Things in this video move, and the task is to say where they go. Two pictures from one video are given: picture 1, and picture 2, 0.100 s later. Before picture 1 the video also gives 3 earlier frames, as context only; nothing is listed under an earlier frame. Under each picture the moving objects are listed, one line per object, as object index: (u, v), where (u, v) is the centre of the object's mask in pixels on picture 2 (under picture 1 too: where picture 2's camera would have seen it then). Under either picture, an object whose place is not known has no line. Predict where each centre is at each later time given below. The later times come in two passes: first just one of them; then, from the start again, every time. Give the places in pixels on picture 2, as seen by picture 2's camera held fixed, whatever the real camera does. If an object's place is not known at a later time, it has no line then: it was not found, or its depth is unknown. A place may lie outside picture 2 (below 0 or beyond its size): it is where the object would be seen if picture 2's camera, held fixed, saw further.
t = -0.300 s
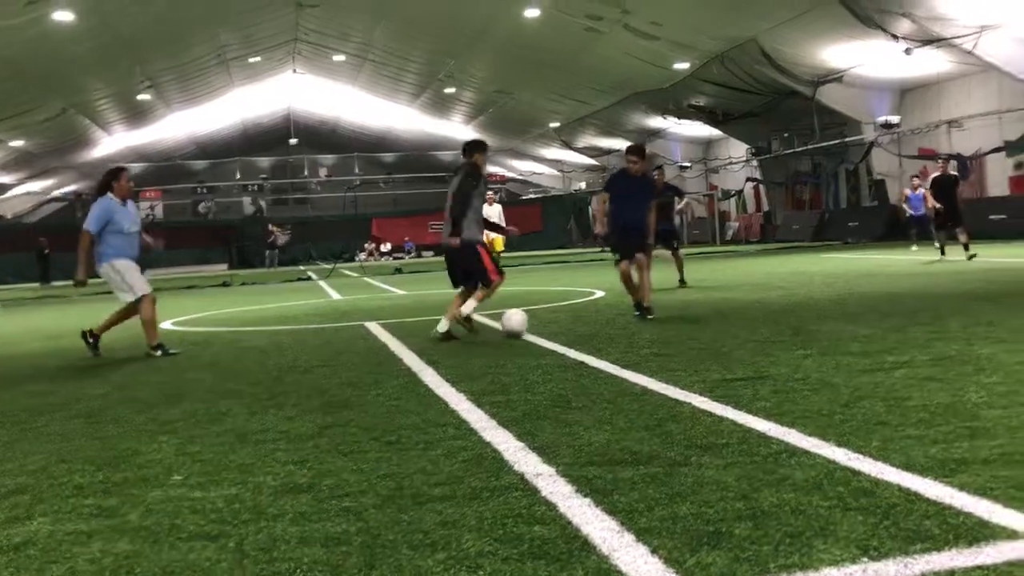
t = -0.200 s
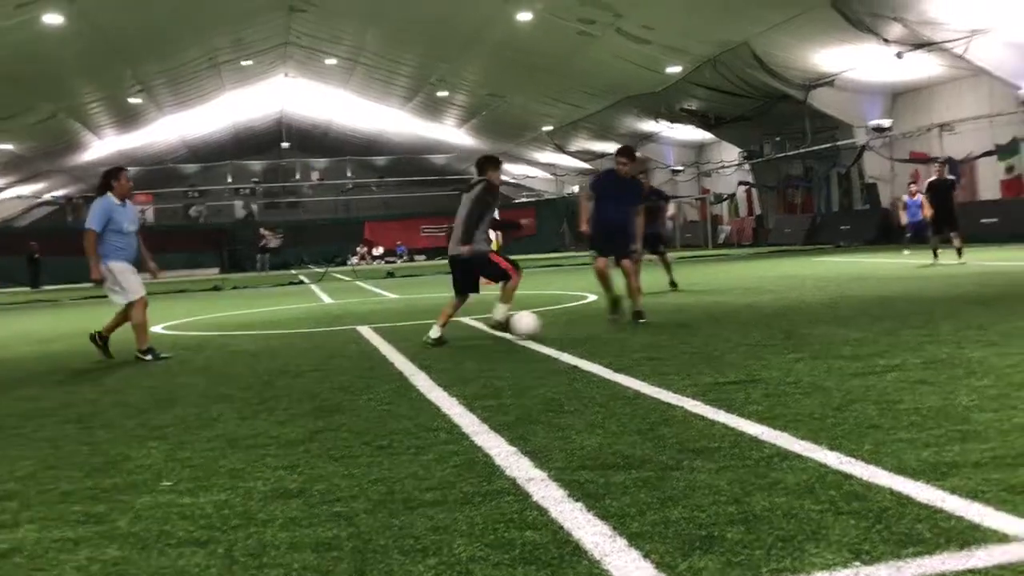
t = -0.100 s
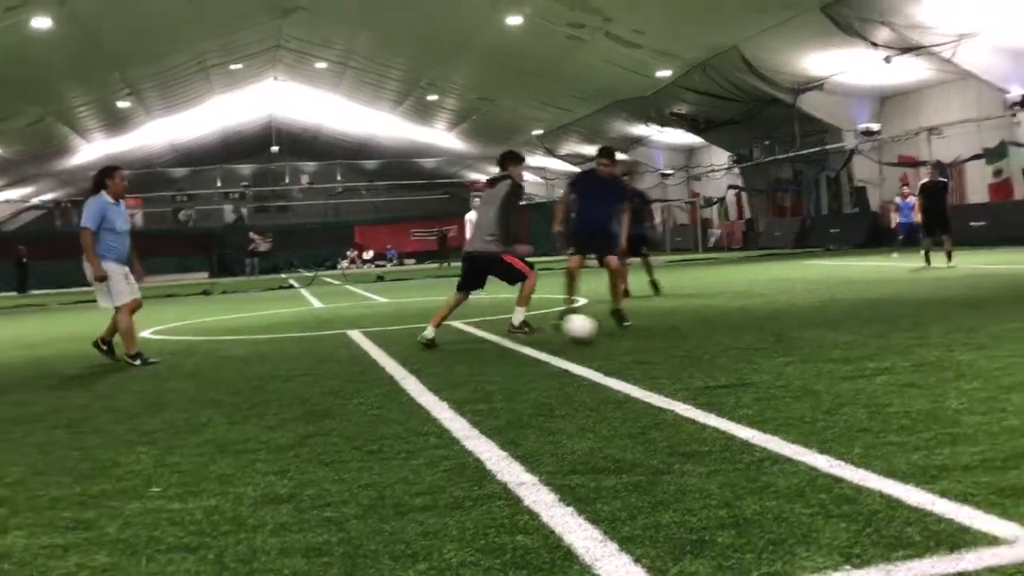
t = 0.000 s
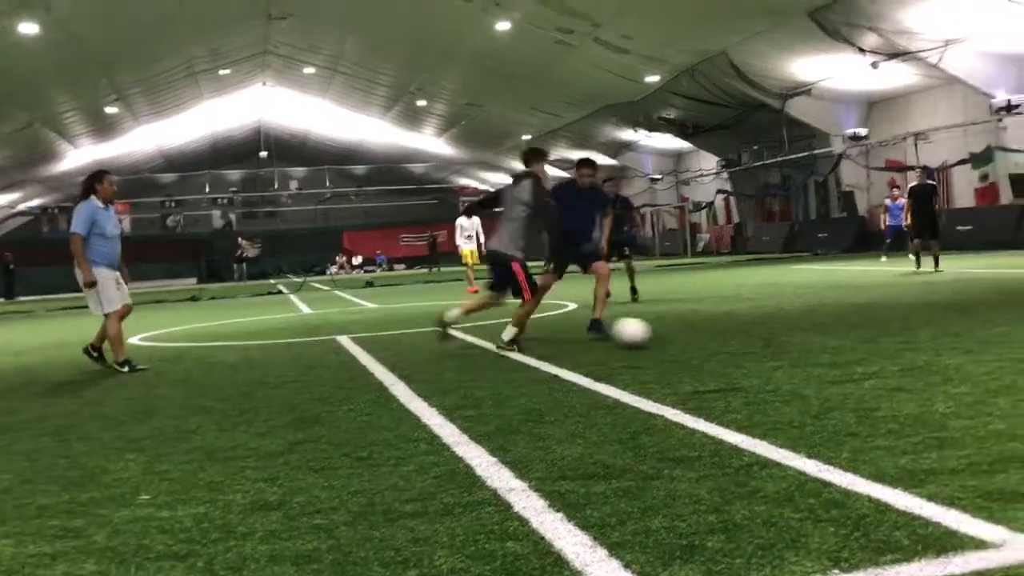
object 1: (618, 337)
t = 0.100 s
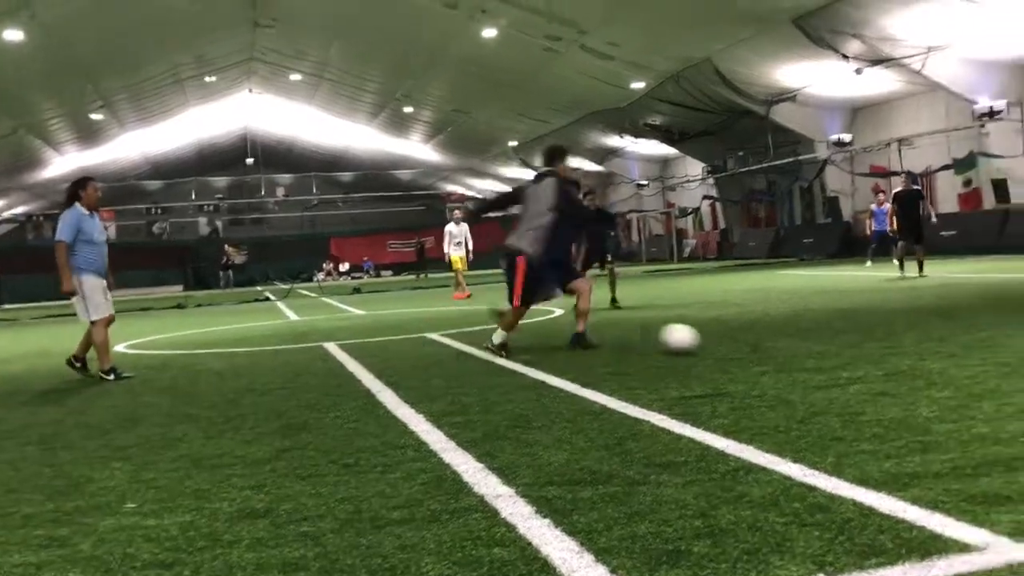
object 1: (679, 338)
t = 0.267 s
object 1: (773, 338)
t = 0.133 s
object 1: (699, 338)
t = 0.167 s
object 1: (717, 338)
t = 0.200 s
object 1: (736, 337)
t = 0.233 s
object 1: (755, 338)
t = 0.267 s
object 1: (773, 338)
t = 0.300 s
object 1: (790, 338)
